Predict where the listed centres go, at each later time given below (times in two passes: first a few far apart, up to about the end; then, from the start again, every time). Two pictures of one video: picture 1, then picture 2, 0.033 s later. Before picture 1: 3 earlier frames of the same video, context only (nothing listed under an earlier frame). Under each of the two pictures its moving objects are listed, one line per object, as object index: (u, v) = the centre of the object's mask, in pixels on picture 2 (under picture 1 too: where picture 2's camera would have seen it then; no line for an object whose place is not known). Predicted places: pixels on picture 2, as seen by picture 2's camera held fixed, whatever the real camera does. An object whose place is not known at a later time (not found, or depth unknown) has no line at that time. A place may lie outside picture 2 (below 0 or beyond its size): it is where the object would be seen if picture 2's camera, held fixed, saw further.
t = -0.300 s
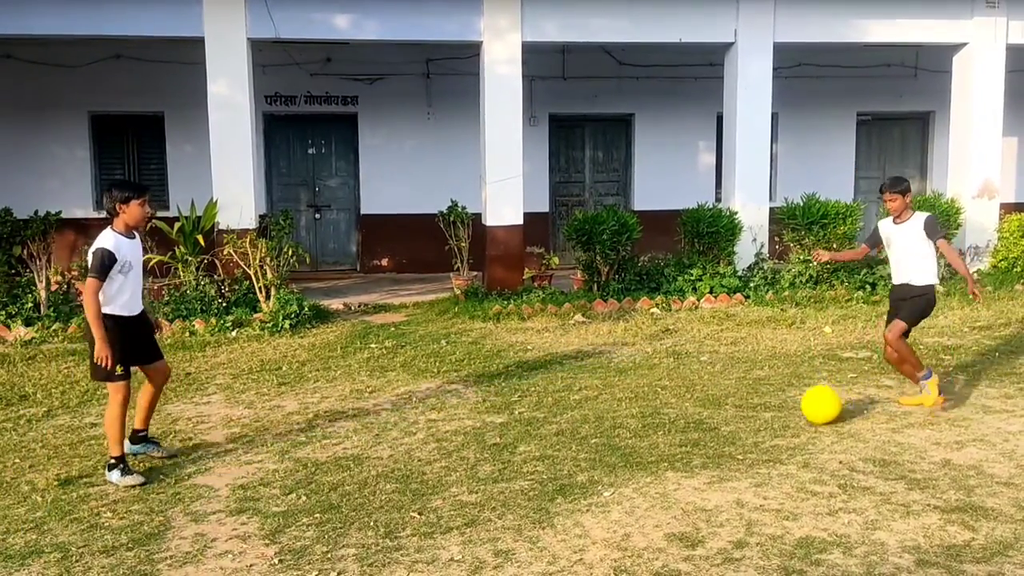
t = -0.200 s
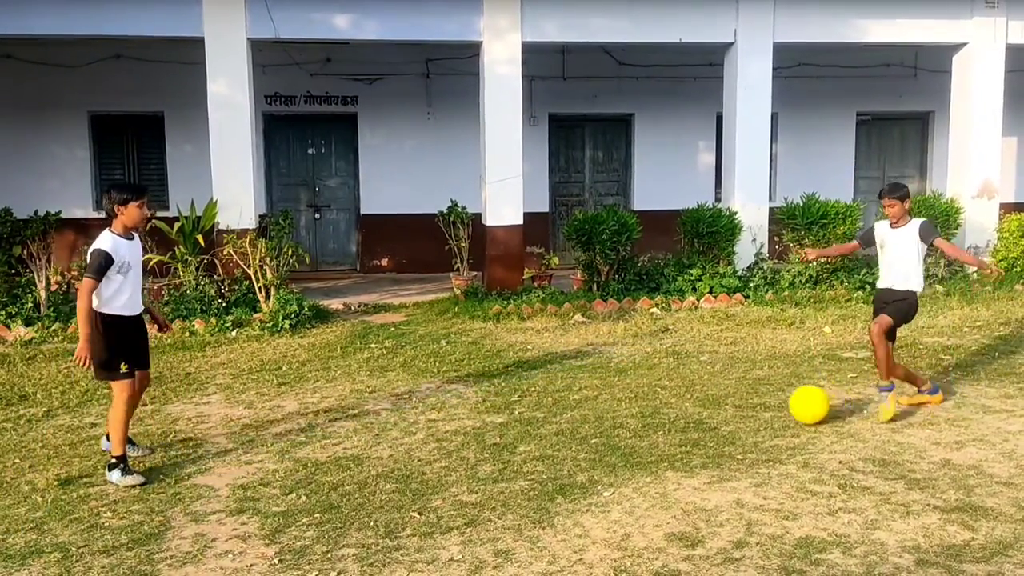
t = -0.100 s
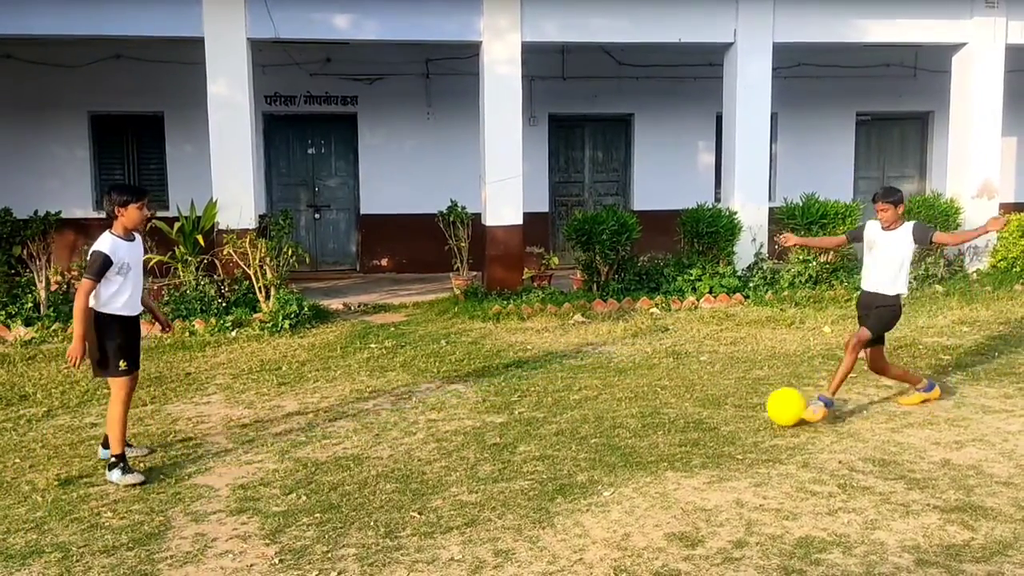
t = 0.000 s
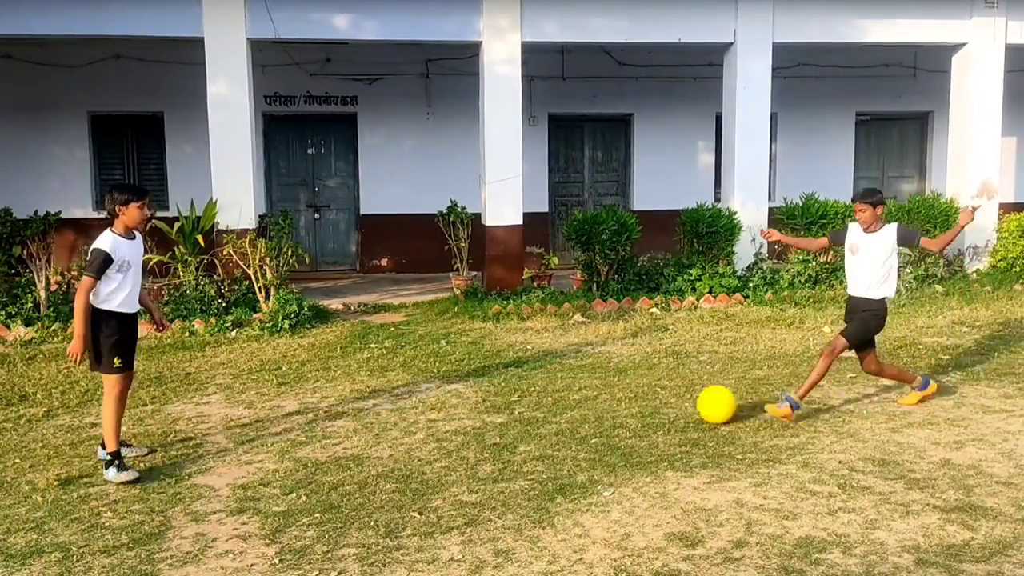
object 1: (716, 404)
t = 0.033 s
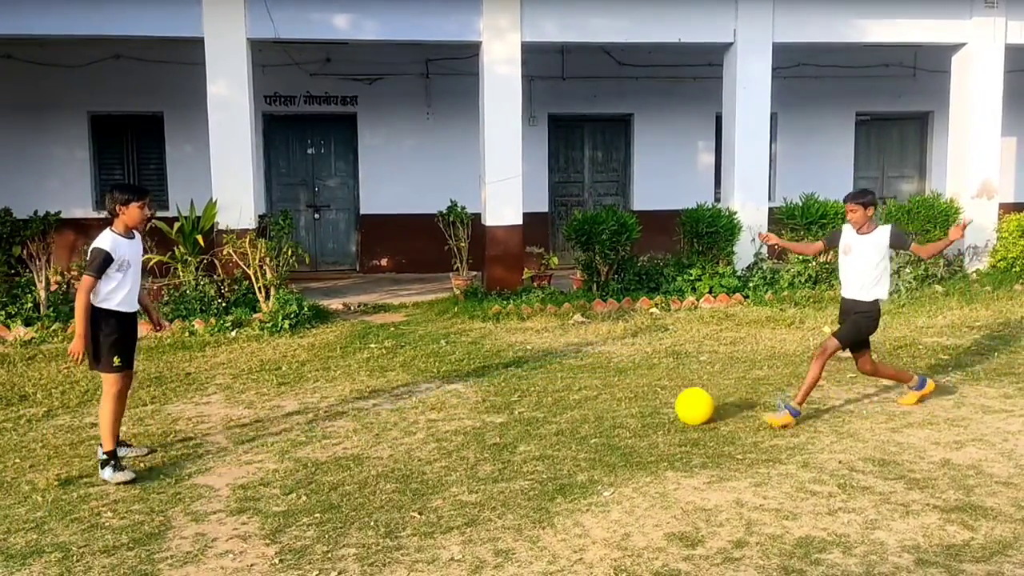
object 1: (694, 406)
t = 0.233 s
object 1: (600, 400)
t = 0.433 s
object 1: (527, 396)
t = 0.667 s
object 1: (448, 393)
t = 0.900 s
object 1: (372, 393)
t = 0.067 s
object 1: (677, 402)
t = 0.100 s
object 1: (660, 400)
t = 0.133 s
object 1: (645, 400)
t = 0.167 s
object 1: (628, 401)
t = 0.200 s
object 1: (612, 403)
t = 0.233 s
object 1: (600, 400)
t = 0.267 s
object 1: (587, 399)
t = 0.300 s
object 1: (574, 400)
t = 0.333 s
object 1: (562, 401)
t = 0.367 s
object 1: (550, 398)
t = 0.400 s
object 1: (538, 396)
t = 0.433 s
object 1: (527, 396)
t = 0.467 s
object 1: (516, 397)
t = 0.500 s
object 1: (505, 397)
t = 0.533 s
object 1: (493, 395)
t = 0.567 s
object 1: (481, 395)
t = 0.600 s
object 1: (470, 394)
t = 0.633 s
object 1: (459, 393)
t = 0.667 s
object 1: (448, 393)
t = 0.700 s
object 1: (437, 392)
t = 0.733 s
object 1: (427, 392)
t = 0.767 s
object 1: (416, 393)
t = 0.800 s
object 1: (405, 392)
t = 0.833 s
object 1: (394, 392)
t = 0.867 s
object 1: (382, 392)
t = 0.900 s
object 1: (372, 393)
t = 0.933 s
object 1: (361, 392)
